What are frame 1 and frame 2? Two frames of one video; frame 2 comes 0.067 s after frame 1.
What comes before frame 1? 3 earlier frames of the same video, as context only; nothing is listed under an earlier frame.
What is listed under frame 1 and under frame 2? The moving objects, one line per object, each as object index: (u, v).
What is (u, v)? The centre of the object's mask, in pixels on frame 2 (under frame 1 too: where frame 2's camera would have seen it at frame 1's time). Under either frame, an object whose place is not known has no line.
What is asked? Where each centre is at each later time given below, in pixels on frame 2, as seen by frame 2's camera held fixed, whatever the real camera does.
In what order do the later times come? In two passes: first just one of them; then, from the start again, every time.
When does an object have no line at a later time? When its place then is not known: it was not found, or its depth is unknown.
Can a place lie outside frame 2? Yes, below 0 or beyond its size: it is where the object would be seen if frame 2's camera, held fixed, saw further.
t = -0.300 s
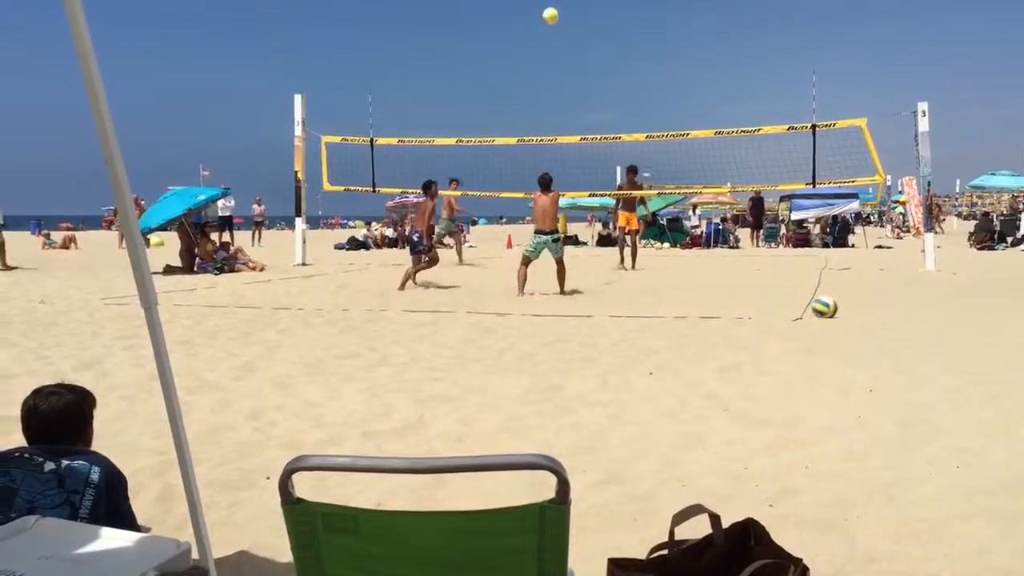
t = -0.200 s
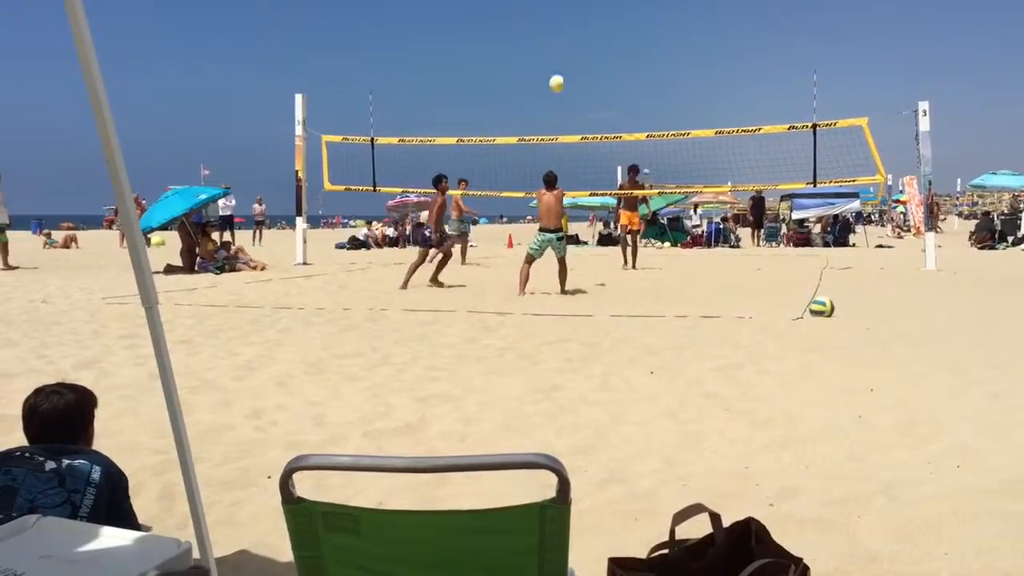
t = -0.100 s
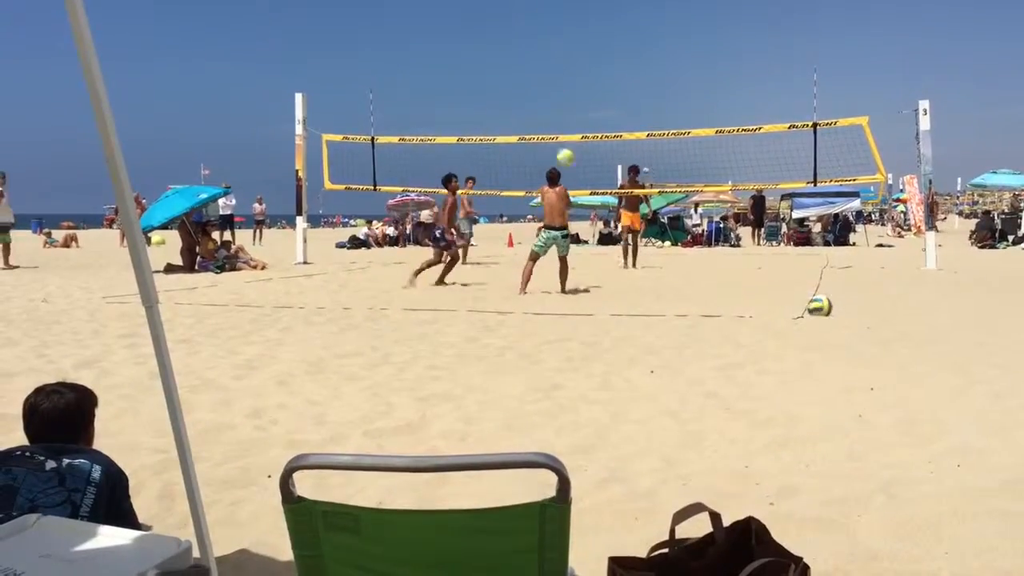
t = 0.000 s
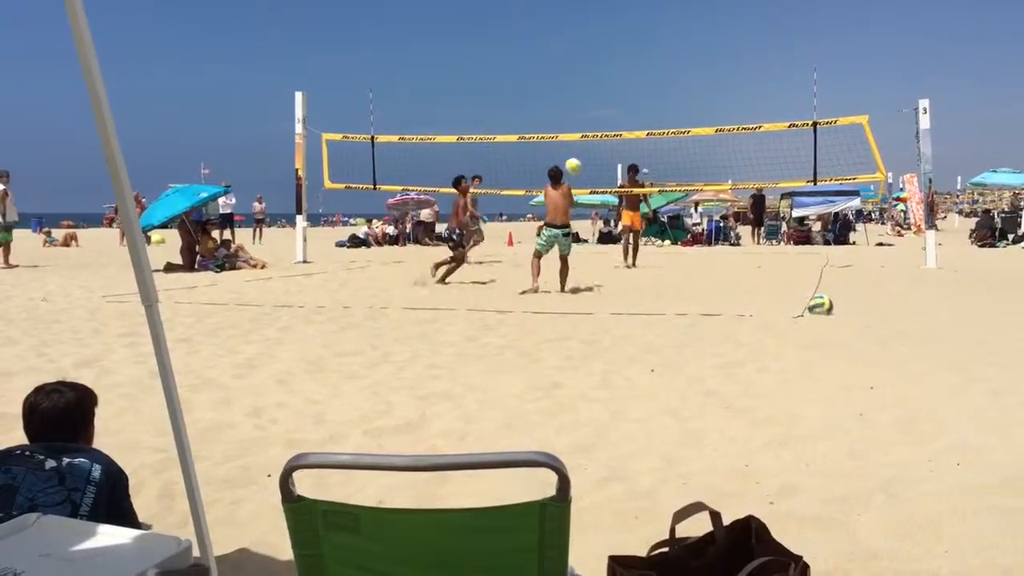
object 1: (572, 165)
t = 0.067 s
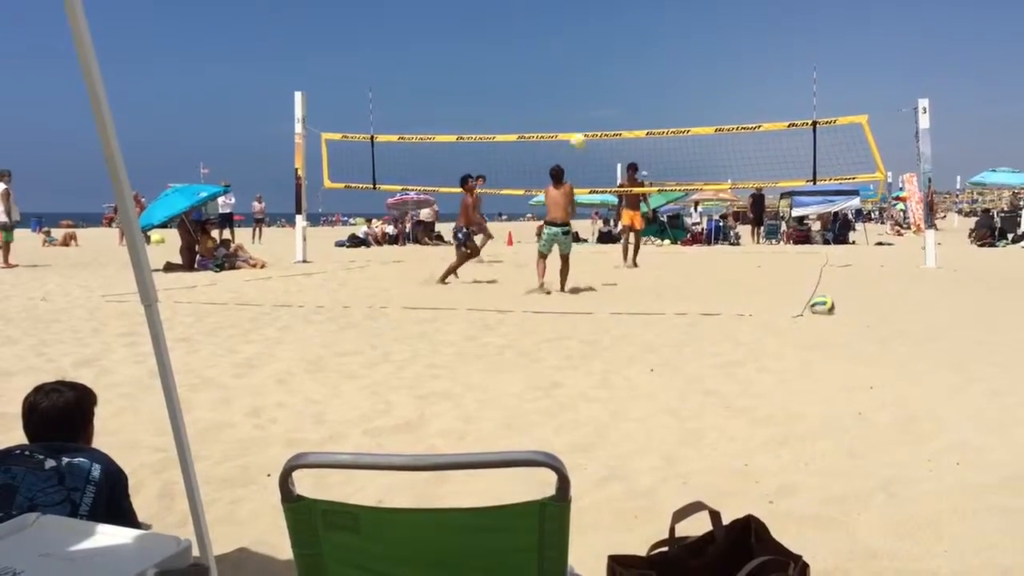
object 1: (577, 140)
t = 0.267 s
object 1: (594, 89)
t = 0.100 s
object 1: (581, 130)
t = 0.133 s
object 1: (583, 120)
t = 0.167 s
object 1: (586, 111)
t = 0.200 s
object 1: (589, 104)
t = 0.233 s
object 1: (591, 96)
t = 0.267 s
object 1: (594, 89)
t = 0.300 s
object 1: (597, 84)
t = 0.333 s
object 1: (599, 80)
